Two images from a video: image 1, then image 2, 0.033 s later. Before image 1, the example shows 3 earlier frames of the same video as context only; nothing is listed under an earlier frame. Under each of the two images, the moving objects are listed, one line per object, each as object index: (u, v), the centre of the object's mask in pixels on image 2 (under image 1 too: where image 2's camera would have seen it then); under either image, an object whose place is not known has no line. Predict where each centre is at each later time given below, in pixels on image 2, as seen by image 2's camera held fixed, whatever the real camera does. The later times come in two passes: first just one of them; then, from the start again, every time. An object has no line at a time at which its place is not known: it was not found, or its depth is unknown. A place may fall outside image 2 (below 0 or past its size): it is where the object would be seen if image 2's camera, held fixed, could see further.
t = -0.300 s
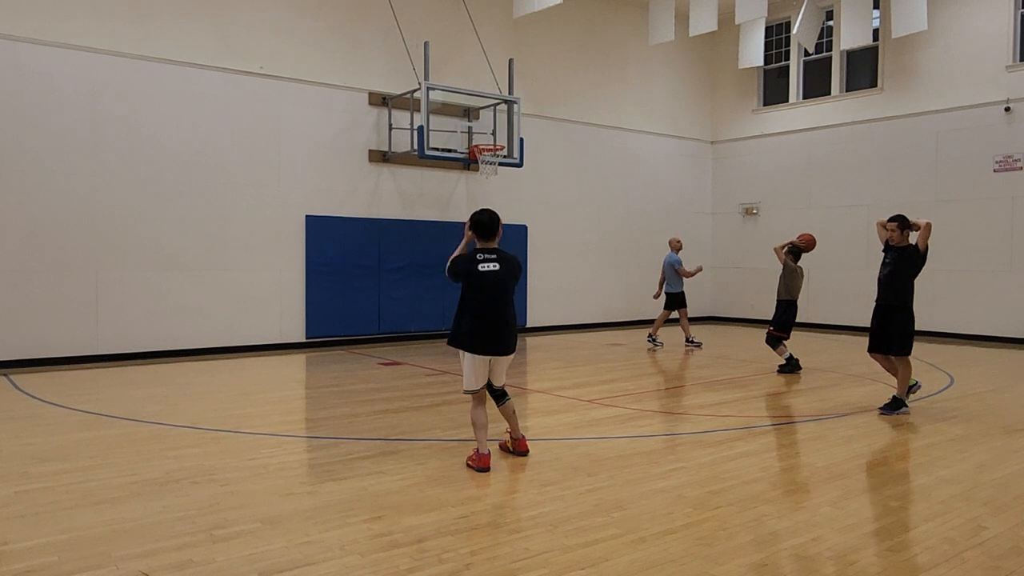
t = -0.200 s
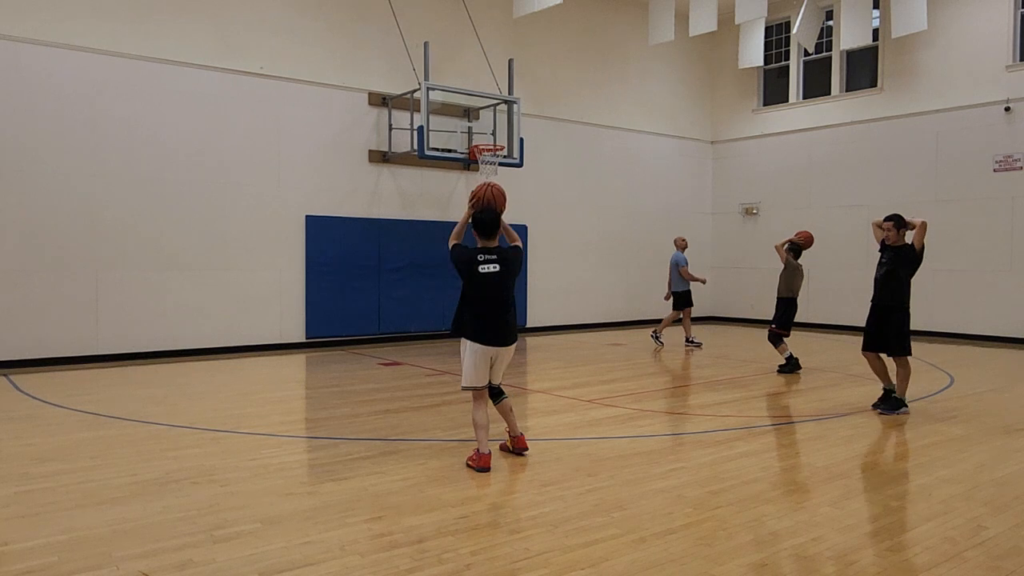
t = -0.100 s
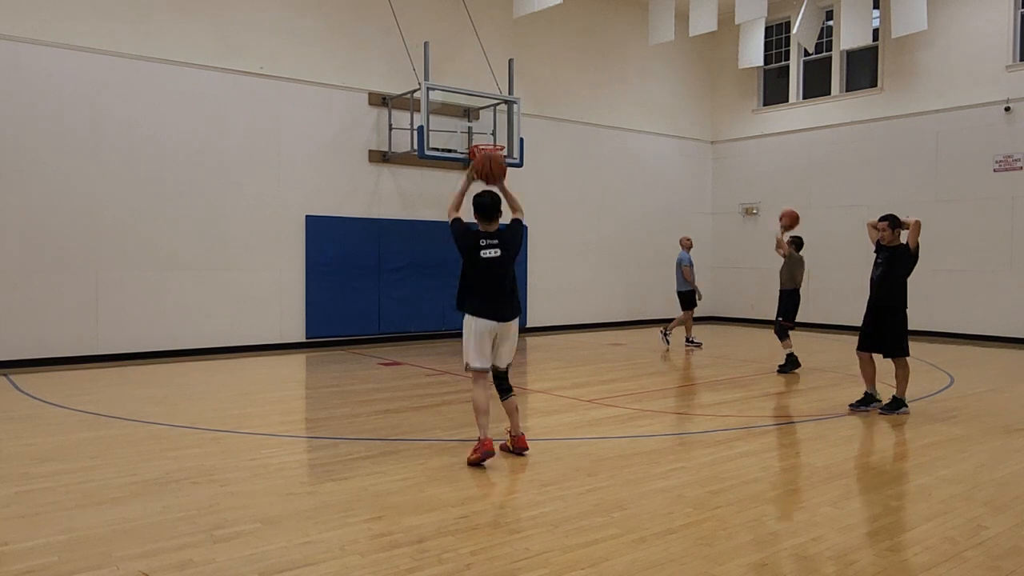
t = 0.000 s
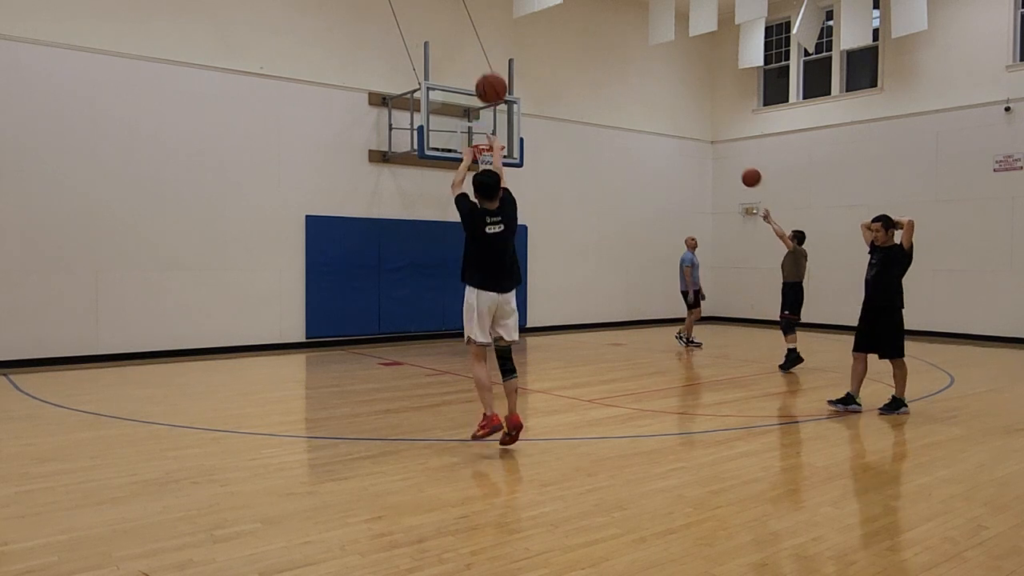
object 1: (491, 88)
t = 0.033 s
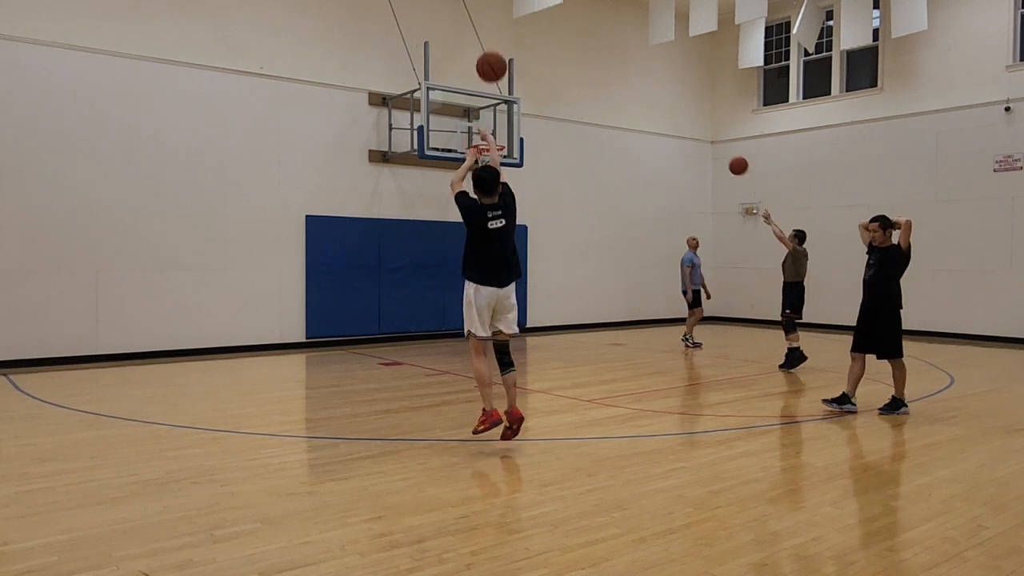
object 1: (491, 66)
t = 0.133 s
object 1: (492, 16)
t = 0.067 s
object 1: (491, 47)
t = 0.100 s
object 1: (491, 31)
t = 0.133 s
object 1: (492, 16)
